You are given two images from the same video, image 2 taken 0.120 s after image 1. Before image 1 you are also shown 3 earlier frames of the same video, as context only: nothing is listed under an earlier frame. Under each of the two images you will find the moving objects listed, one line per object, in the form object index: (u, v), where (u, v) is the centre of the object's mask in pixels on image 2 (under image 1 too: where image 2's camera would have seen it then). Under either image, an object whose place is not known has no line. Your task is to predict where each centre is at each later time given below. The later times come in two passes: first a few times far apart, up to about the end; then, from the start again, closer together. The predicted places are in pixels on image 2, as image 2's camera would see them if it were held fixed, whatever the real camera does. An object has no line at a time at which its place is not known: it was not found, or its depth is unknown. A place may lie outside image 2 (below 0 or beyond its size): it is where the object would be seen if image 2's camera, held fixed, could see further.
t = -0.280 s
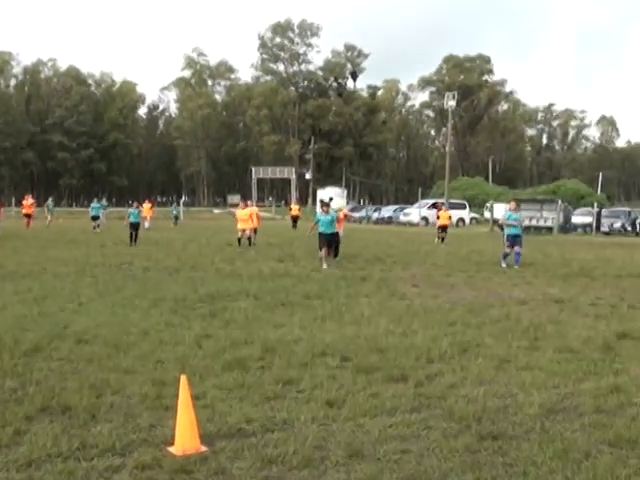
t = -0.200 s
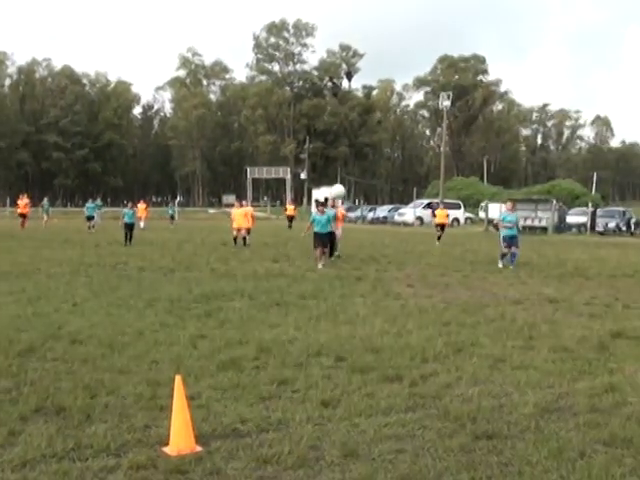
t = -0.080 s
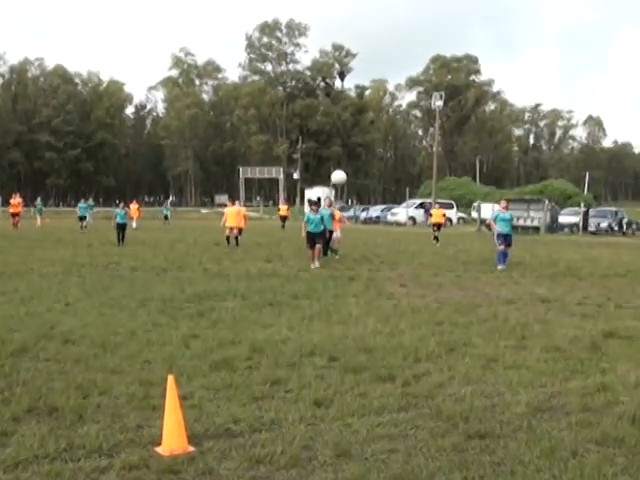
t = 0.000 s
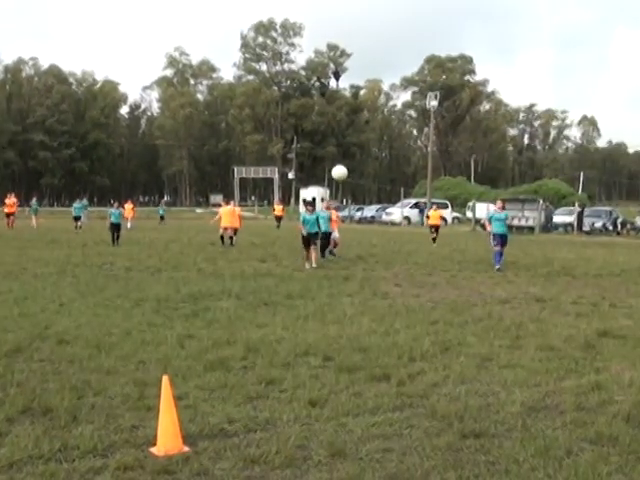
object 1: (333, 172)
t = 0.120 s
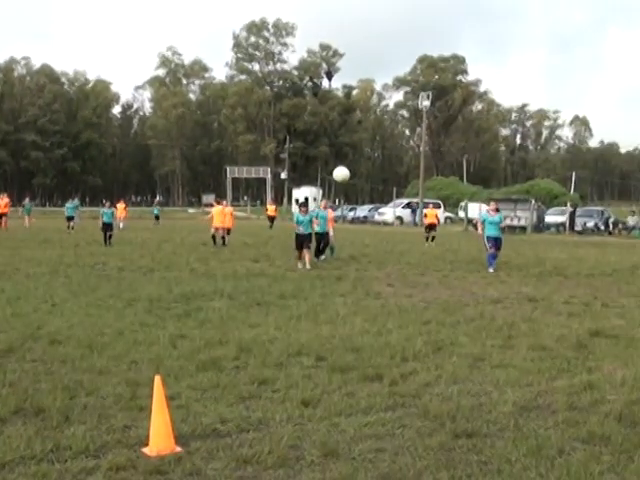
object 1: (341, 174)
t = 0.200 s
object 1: (346, 182)
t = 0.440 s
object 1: (368, 241)
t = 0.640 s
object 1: (394, 337)
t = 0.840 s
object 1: (420, 291)
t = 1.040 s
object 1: (455, 283)
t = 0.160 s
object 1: (344, 177)
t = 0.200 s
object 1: (346, 182)
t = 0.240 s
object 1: (350, 187)
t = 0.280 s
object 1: (354, 195)
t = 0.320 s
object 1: (356, 204)
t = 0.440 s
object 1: (368, 241)
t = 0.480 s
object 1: (373, 258)
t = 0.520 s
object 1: (378, 276)
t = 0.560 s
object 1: (383, 297)
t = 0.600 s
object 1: (389, 321)
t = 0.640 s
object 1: (394, 337)
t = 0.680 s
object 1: (399, 326)
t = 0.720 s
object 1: (404, 316)
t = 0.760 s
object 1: (408, 307)
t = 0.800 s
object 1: (414, 298)
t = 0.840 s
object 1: (420, 291)
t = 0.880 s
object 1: (426, 287)
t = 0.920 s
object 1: (432, 283)
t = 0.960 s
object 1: (439, 281)
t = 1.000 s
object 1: (447, 281)
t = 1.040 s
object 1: (455, 283)
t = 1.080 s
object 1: (463, 287)
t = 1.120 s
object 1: (473, 292)
